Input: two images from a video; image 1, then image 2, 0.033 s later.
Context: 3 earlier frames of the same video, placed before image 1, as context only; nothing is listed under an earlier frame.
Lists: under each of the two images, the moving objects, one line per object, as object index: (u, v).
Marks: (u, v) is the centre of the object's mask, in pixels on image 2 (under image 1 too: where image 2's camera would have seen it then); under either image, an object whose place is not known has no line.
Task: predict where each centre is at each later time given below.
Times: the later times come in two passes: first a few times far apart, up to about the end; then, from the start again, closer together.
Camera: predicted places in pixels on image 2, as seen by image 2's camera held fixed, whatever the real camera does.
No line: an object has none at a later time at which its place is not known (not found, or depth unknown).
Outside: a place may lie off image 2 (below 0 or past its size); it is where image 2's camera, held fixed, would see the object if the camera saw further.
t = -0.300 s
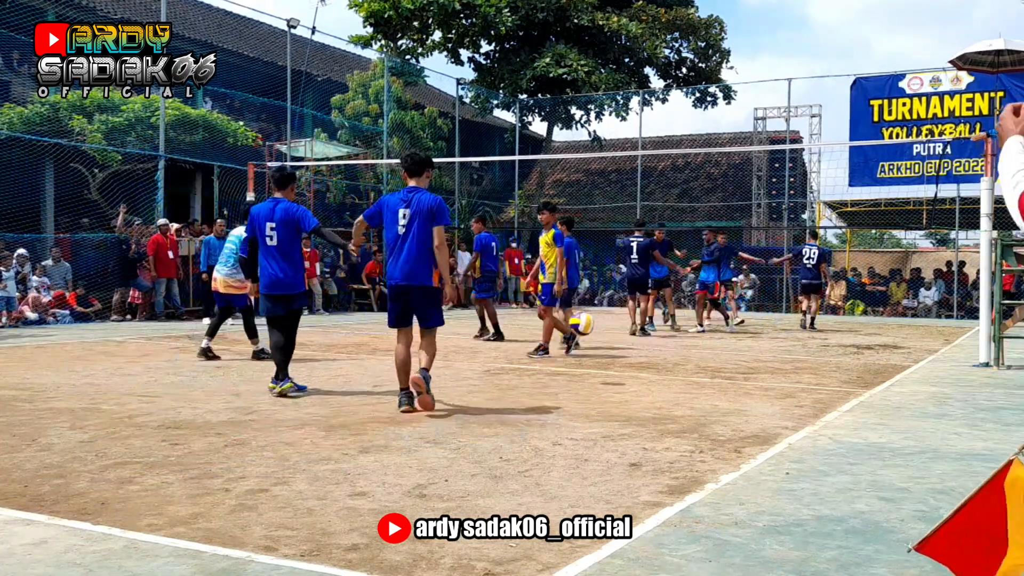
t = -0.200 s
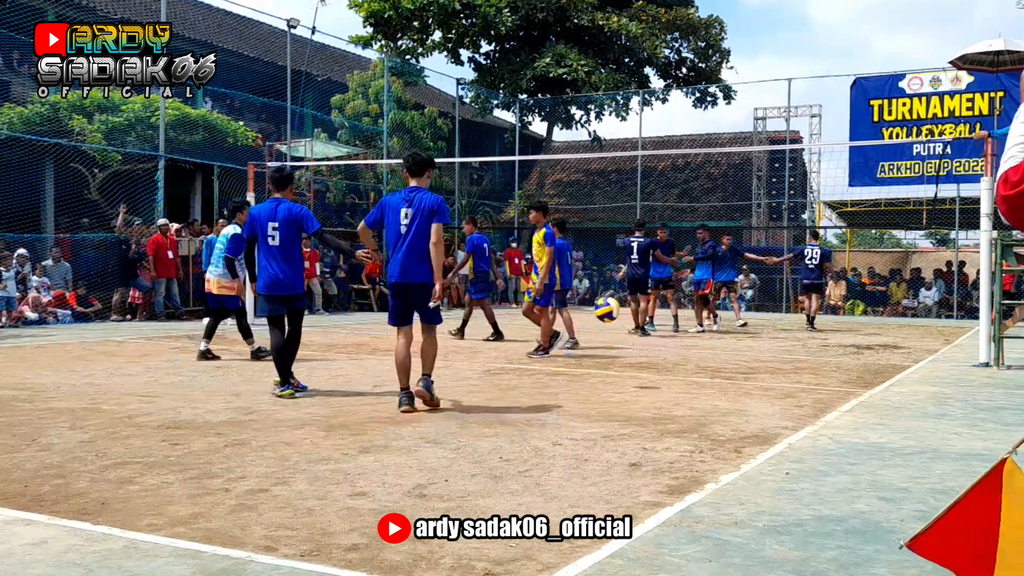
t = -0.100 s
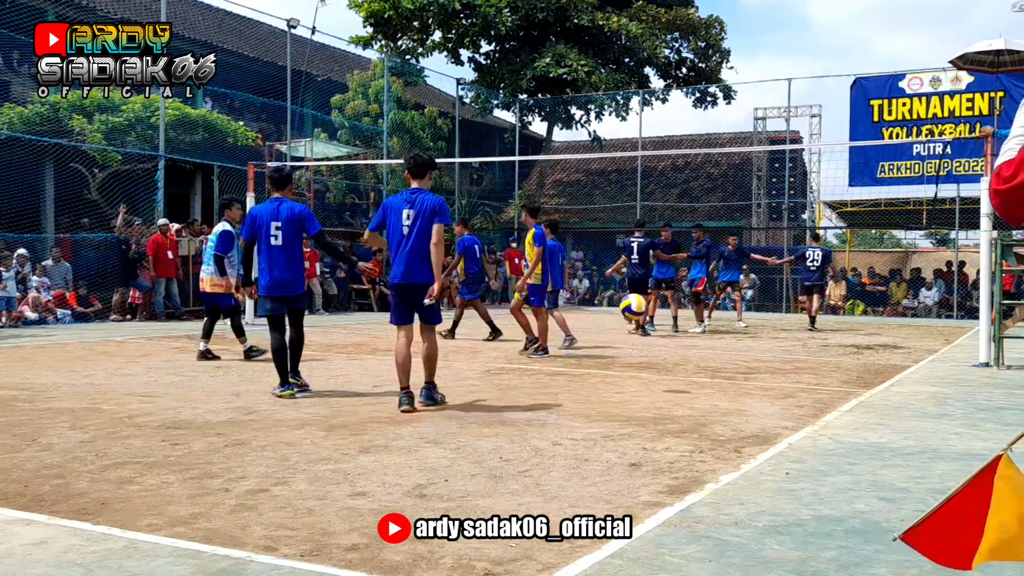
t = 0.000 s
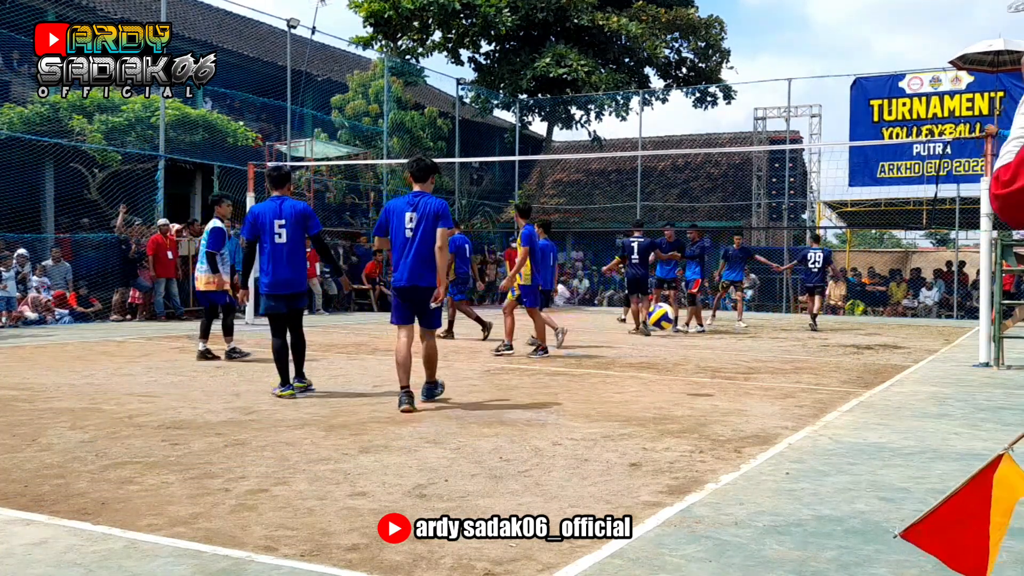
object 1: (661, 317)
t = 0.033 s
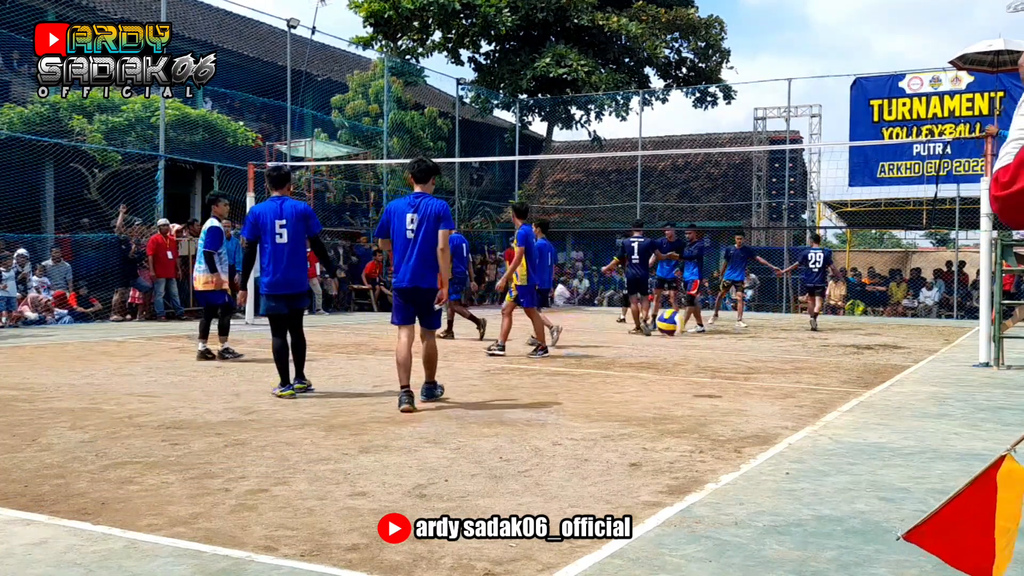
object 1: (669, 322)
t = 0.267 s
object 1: (740, 381)
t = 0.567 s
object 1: (847, 338)
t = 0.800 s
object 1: (943, 397)
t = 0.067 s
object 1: (679, 330)
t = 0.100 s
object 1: (690, 339)
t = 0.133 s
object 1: (699, 350)
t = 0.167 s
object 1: (709, 363)
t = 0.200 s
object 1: (720, 377)
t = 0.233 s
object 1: (730, 392)
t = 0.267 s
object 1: (740, 381)
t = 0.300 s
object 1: (751, 370)
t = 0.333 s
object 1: (763, 362)
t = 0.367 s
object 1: (773, 354)
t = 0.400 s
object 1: (786, 347)
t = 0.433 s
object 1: (798, 342)
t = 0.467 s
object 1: (810, 339)
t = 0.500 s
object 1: (820, 337)
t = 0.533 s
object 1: (834, 336)
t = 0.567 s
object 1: (847, 338)
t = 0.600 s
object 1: (860, 340)
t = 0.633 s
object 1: (874, 345)
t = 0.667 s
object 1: (887, 351)
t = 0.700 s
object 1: (900, 360)
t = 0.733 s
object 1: (914, 370)
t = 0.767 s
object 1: (928, 383)
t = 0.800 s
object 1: (943, 397)
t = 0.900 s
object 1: (988, 403)
